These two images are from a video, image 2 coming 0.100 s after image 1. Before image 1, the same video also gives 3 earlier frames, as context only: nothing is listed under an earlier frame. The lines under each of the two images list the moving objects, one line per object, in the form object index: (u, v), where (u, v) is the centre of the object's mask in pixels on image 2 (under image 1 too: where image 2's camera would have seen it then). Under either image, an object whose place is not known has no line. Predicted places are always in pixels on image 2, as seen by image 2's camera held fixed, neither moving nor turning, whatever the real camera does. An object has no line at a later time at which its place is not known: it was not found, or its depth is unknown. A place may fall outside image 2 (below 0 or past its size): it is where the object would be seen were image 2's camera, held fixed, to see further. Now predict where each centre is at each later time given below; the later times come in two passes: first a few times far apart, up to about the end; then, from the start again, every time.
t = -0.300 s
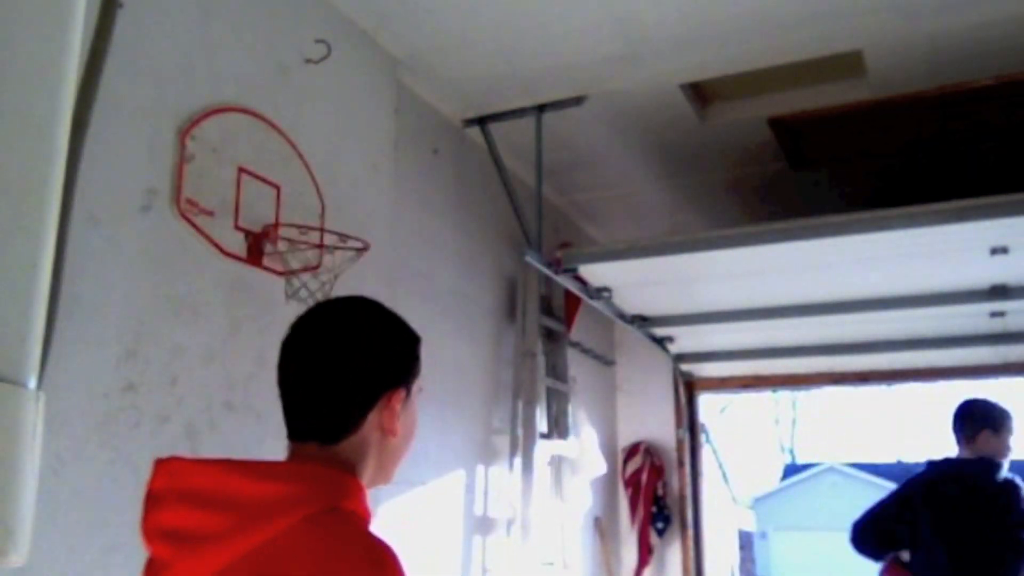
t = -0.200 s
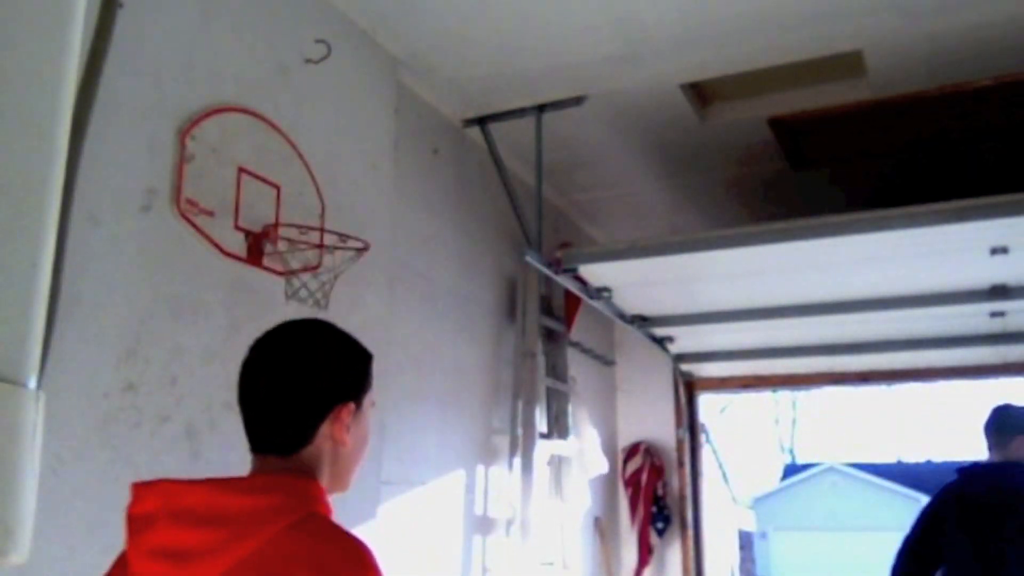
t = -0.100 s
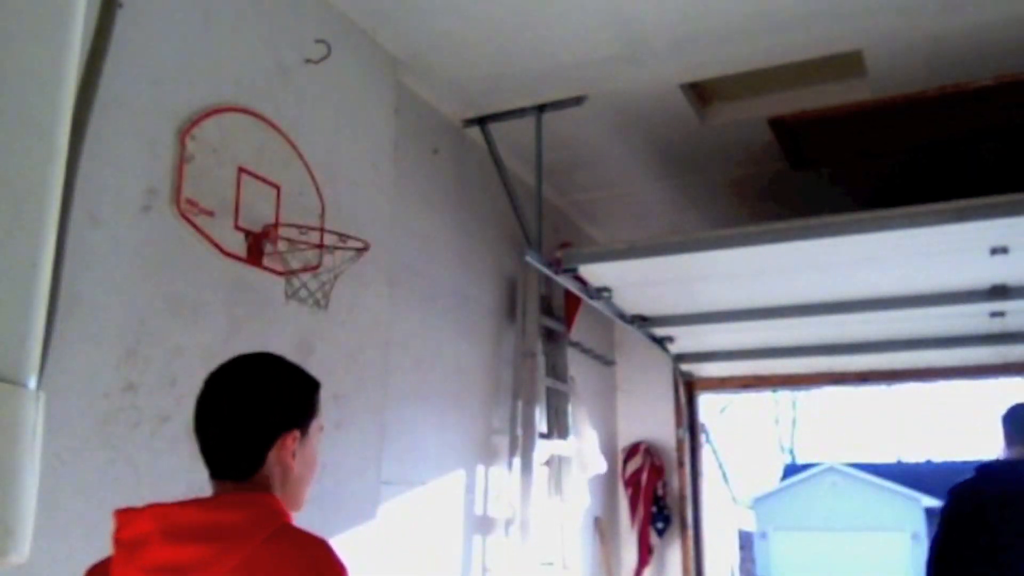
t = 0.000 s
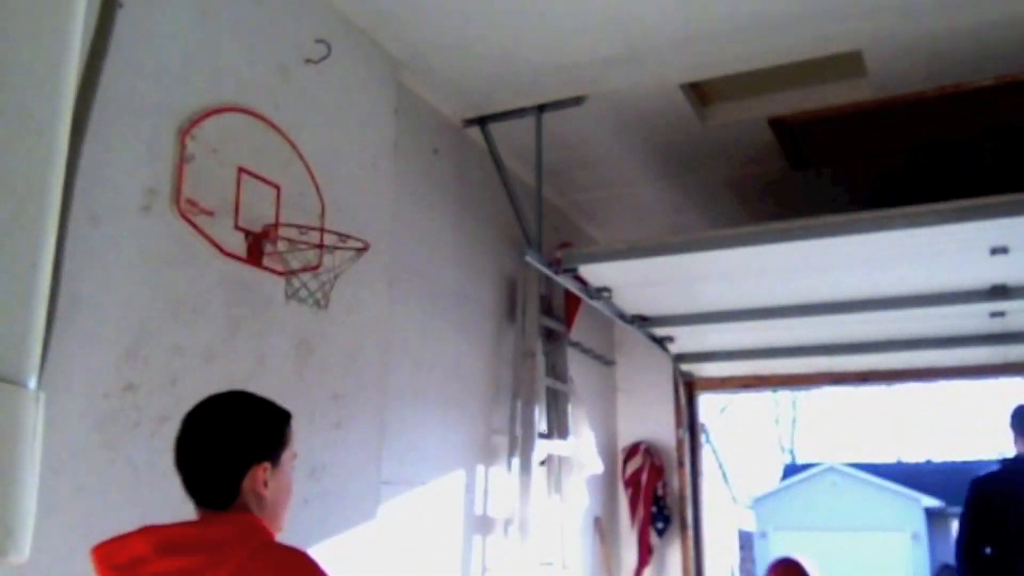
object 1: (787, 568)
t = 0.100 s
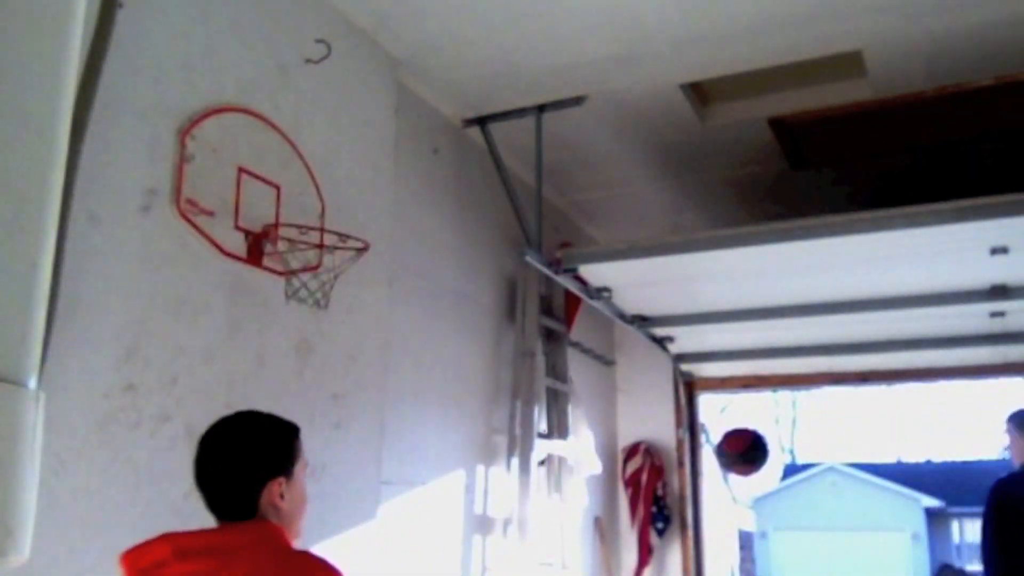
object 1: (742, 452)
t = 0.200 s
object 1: (693, 344)
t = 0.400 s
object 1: (587, 195)
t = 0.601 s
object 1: (456, 144)
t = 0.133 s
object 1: (725, 412)
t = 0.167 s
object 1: (709, 376)
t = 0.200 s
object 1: (693, 344)
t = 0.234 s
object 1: (675, 313)
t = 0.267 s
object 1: (659, 284)
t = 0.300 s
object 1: (642, 258)
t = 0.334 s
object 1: (624, 235)
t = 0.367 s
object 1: (606, 212)
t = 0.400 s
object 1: (587, 195)
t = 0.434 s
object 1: (568, 178)
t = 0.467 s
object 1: (547, 165)
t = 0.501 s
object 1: (526, 155)
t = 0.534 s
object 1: (503, 150)
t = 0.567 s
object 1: (481, 145)
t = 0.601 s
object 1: (456, 144)
